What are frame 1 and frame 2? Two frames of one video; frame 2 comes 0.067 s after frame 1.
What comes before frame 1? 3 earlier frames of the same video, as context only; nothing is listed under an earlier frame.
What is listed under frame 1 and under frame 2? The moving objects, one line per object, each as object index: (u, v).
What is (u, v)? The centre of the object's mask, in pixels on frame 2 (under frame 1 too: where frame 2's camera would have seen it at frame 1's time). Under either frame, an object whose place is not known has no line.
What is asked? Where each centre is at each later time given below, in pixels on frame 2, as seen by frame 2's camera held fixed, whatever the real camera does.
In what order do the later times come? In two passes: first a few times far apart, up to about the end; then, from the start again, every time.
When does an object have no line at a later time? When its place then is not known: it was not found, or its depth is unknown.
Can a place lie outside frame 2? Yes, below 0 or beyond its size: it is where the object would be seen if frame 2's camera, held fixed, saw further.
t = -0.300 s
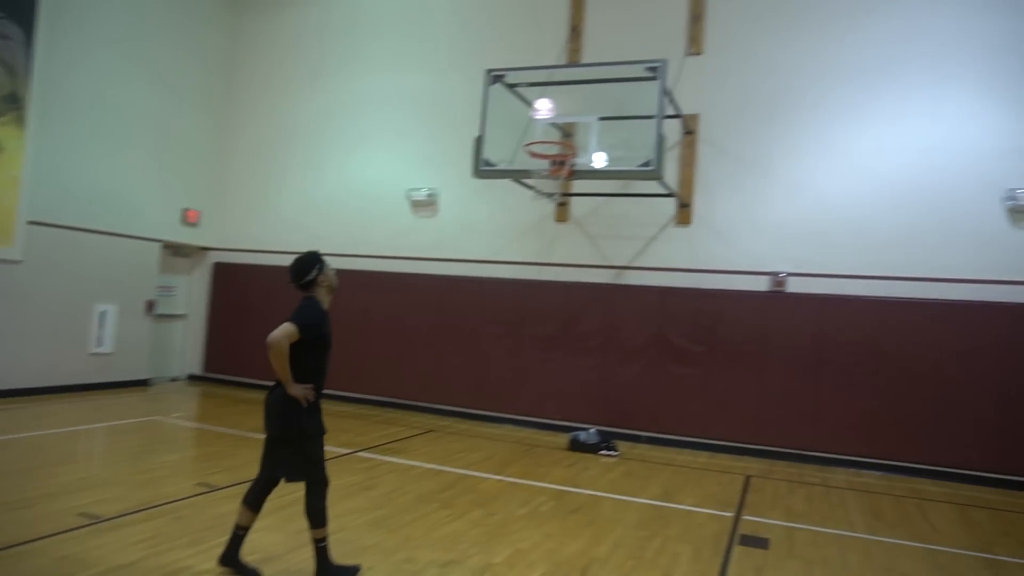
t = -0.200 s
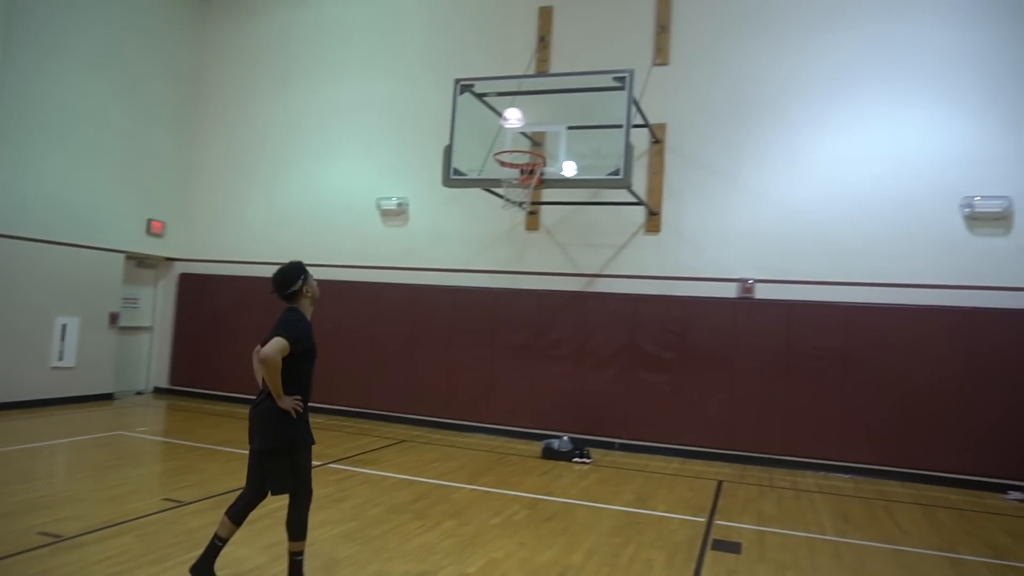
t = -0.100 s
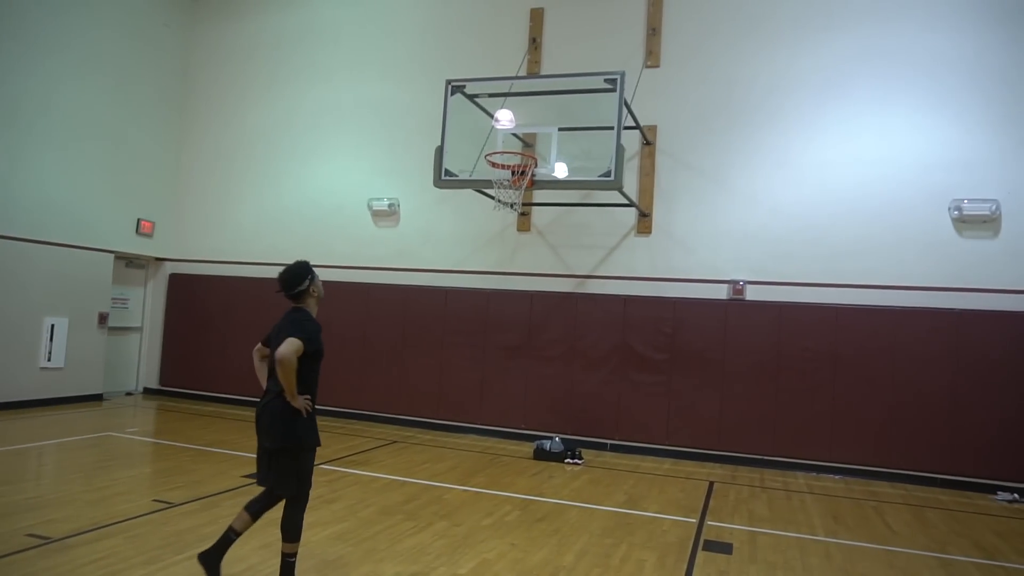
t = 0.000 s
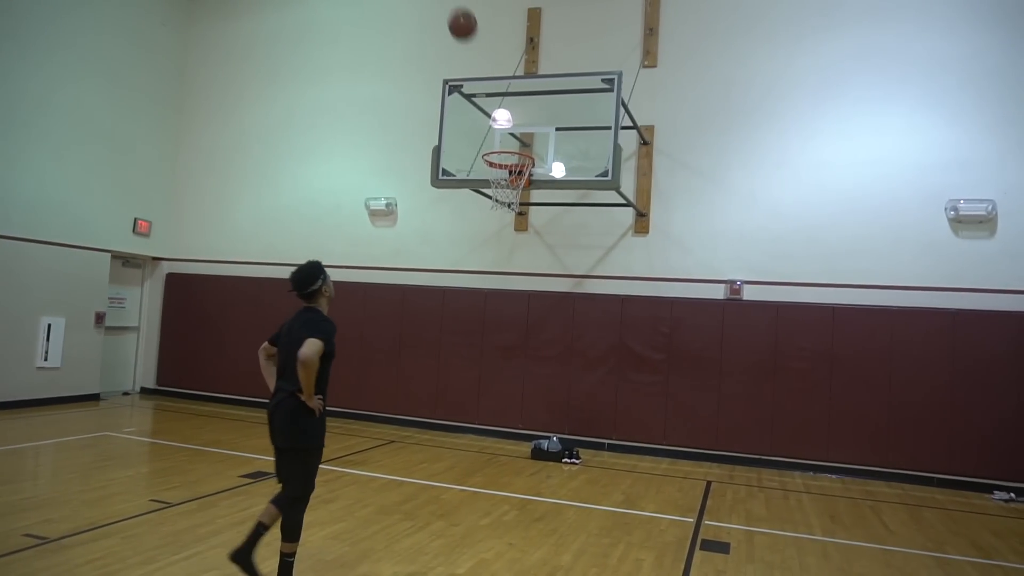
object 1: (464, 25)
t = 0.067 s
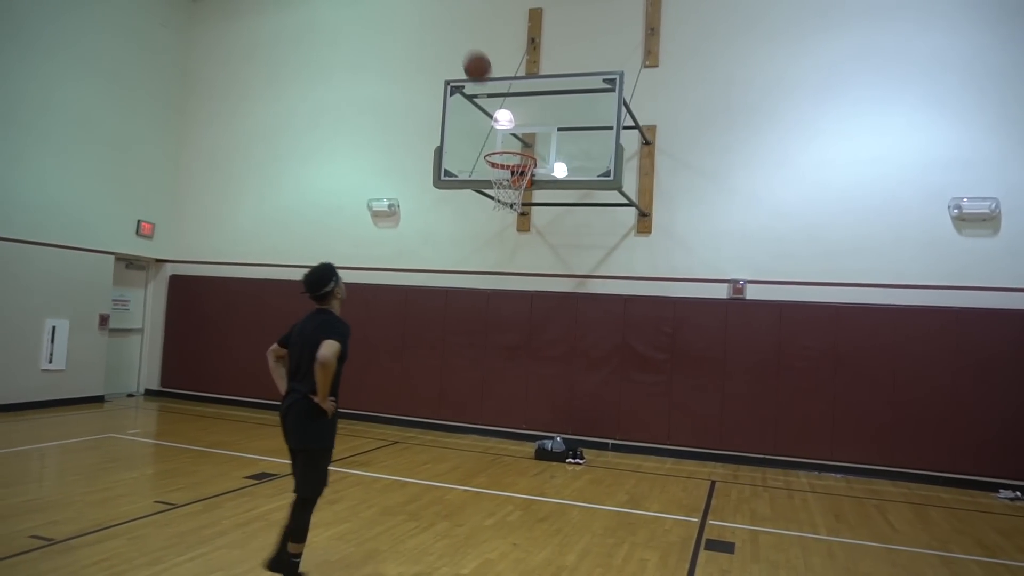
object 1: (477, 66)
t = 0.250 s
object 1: (515, 177)
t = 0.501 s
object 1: (562, 246)
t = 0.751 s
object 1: (610, 375)
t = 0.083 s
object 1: (480, 77)
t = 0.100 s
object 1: (484, 88)
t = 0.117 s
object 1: (486, 98)
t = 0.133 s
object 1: (489, 110)
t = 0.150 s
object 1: (491, 121)
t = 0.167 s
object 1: (495, 131)
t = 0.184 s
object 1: (497, 141)
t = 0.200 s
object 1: (499, 153)
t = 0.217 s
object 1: (500, 165)
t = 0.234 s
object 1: (506, 169)
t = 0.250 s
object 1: (515, 177)
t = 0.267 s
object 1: (510, 189)
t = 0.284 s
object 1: (523, 193)
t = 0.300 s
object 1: (523, 198)
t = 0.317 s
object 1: (525, 198)
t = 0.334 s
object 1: (529, 202)
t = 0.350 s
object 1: (533, 202)
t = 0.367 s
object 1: (537, 206)
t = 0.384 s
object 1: (540, 210)
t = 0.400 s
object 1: (543, 214)
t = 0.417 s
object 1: (546, 219)
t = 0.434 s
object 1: (549, 224)
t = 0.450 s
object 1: (553, 229)
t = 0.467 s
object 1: (556, 234)
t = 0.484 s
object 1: (559, 240)
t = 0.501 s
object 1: (562, 246)
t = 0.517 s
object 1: (565, 253)
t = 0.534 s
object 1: (568, 259)
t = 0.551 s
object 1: (571, 266)
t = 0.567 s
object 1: (574, 274)
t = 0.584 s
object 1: (577, 282)
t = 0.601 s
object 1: (581, 290)
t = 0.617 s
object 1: (585, 298)
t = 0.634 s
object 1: (587, 307)
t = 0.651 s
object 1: (591, 315)
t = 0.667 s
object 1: (595, 325)
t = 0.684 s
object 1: (597, 334)
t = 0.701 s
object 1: (601, 343)
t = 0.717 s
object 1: (603, 354)
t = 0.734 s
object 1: (606, 364)
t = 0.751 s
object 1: (610, 375)
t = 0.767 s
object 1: (612, 385)
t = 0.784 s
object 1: (616, 397)
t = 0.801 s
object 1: (619, 408)
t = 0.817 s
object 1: (622, 420)
